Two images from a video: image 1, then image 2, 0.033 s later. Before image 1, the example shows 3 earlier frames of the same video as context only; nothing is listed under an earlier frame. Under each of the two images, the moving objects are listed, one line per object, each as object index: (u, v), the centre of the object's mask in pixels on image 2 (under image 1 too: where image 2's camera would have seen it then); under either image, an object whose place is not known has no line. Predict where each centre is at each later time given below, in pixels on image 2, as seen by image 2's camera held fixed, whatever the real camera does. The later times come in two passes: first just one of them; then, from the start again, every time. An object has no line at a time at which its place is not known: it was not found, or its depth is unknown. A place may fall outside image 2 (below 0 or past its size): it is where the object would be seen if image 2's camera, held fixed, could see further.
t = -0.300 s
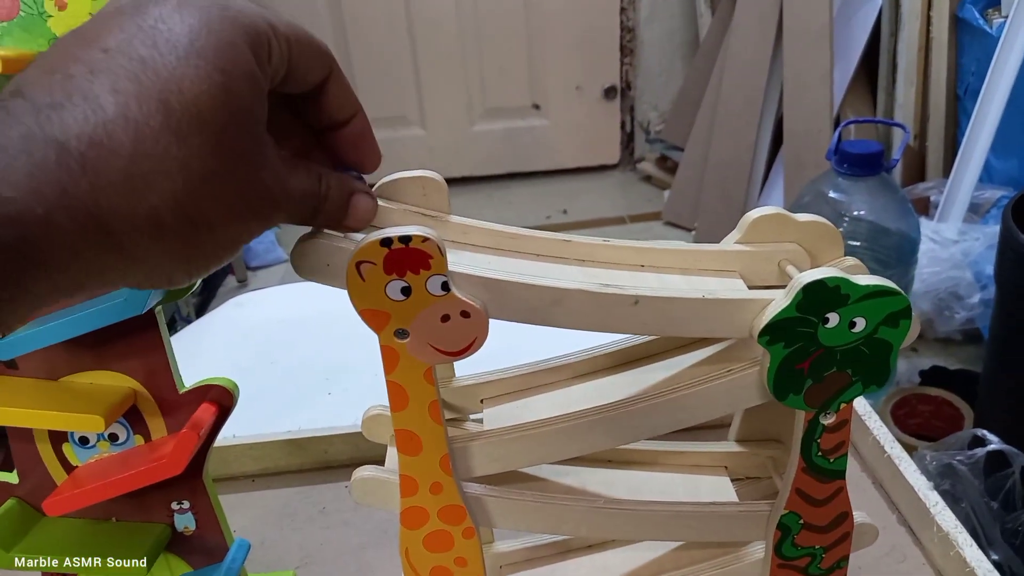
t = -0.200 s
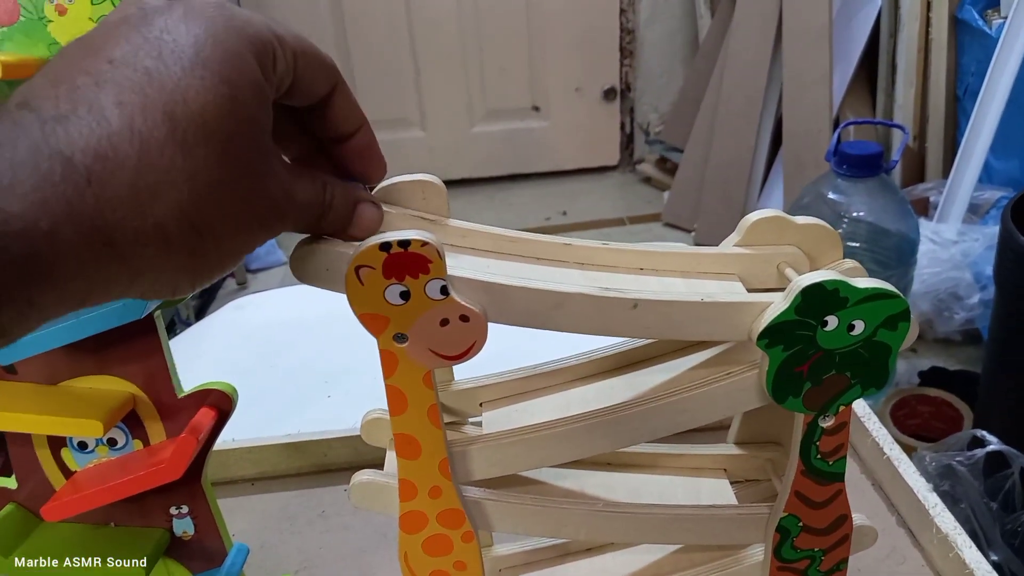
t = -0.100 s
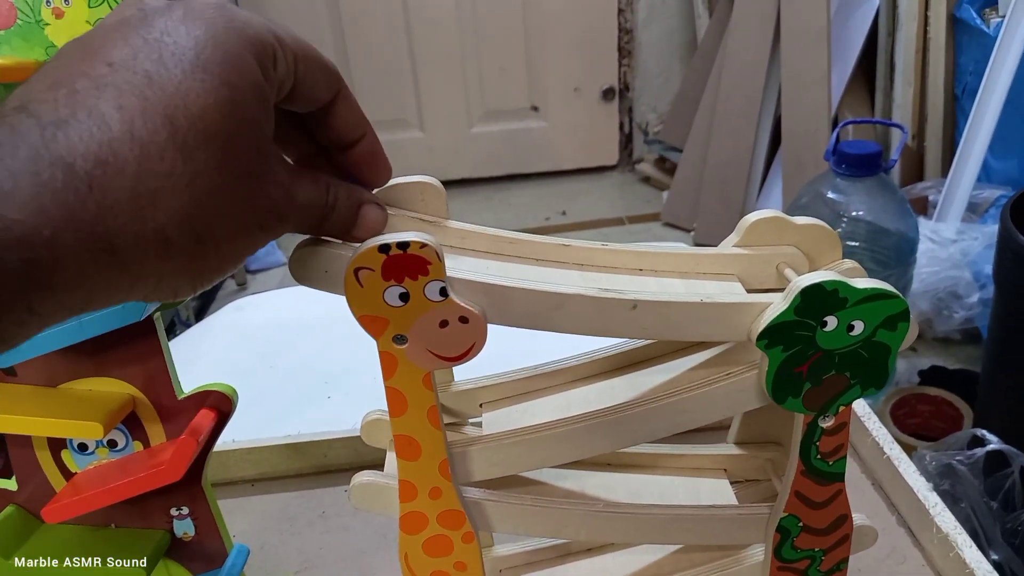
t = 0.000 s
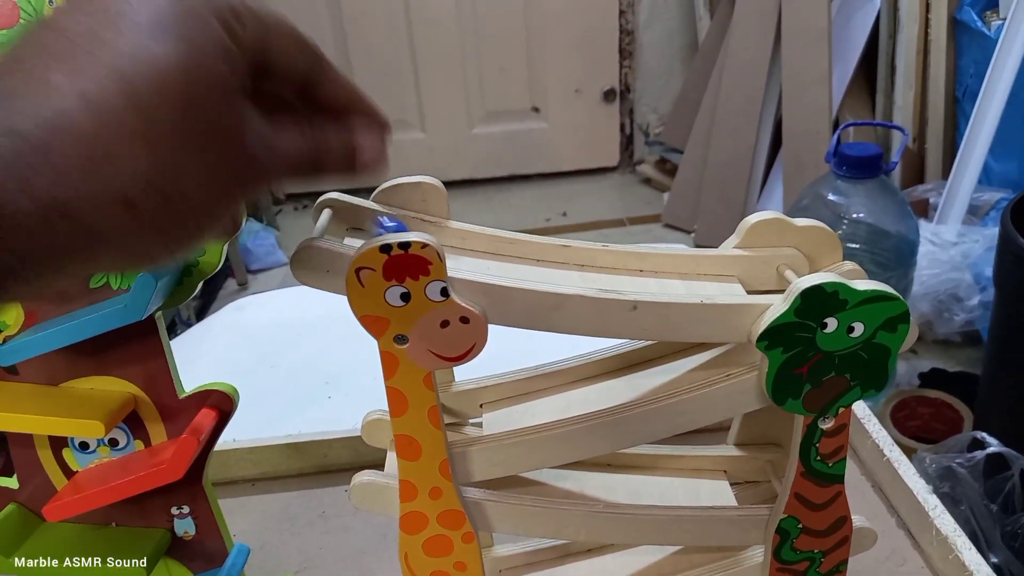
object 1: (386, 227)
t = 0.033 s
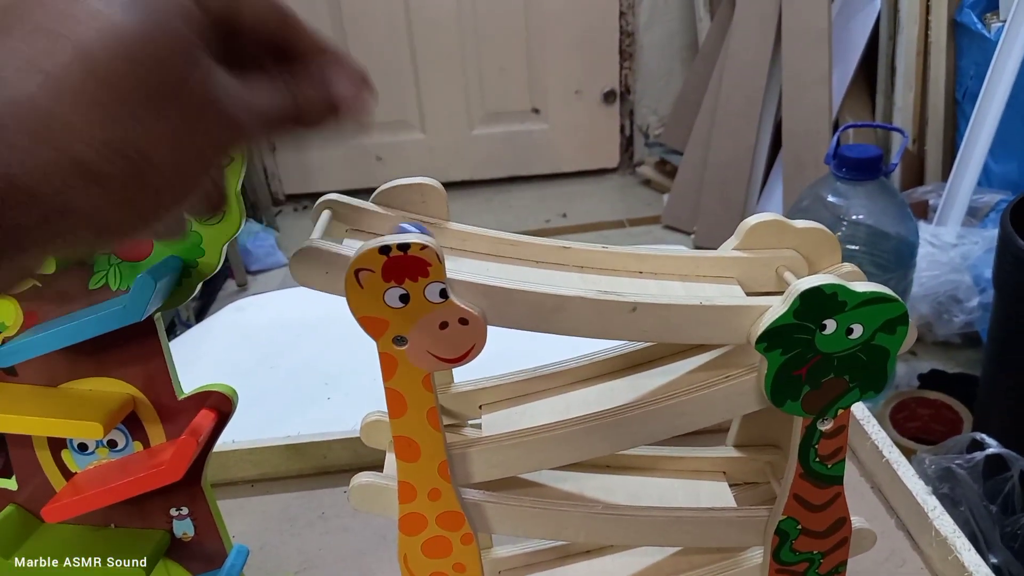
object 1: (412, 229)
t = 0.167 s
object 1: (550, 269)
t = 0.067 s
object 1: (447, 249)
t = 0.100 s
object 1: (475, 257)
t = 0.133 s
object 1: (510, 263)
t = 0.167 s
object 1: (550, 269)
